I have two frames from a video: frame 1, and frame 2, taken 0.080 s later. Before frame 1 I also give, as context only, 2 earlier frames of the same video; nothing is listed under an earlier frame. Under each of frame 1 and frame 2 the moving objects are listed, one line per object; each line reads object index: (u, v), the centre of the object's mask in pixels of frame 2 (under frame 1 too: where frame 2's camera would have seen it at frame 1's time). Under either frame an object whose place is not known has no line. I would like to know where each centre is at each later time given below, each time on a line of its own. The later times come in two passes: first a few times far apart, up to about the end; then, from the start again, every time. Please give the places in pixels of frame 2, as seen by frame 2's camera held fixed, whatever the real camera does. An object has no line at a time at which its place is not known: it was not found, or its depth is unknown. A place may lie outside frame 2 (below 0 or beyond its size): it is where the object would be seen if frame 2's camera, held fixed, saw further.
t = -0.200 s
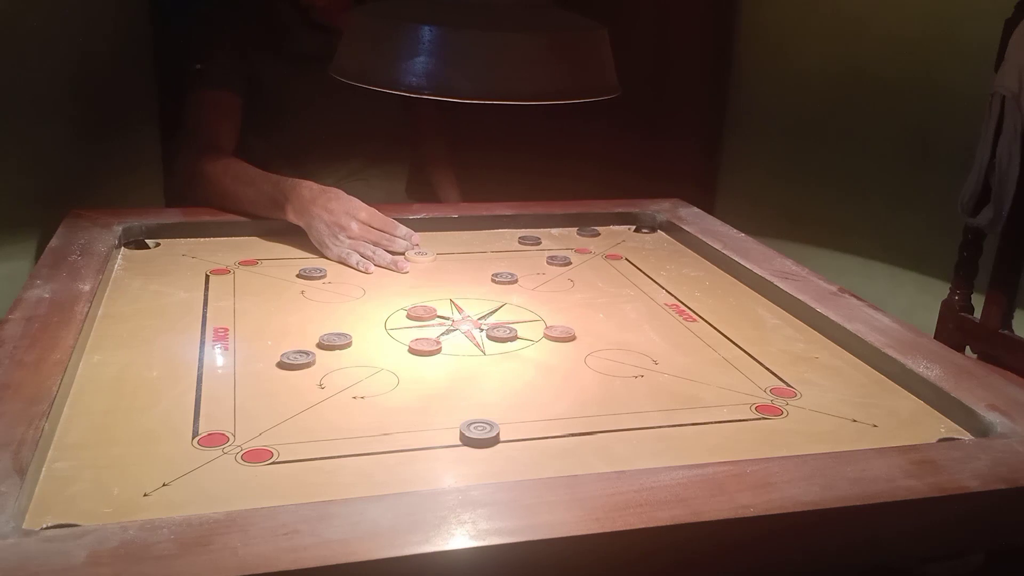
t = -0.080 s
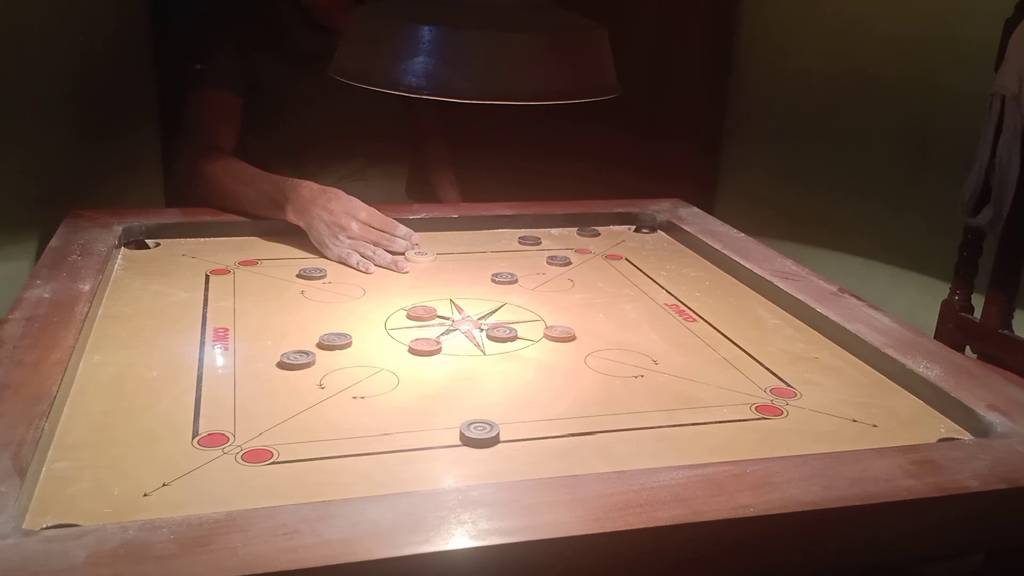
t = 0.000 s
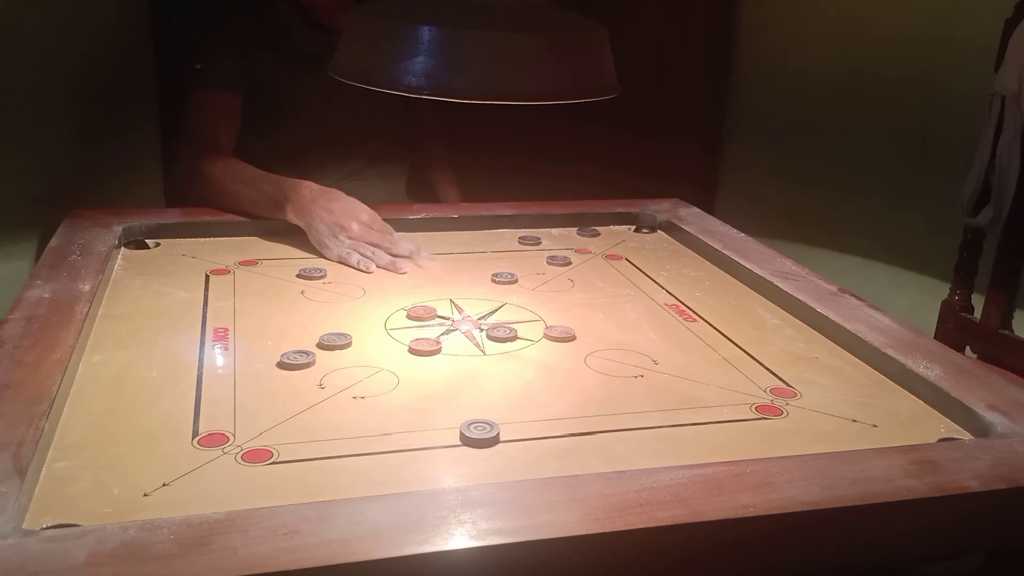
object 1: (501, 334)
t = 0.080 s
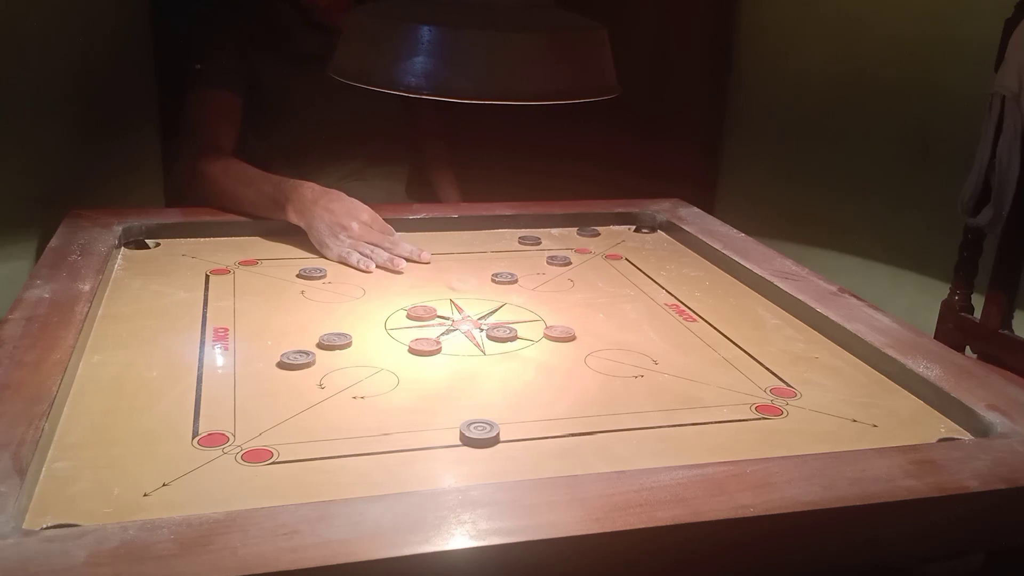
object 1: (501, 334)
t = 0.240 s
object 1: (487, 341)
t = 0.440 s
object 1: (460, 354)
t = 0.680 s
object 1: (460, 354)
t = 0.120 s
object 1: (501, 334)
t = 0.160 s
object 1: (501, 334)
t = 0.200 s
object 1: (495, 337)
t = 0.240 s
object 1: (487, 341)
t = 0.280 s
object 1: (480, 345)
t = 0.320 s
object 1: (468, 350)
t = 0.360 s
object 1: (464, 352)
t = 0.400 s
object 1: (462, 353)
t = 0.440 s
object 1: (460, 354)
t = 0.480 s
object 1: (460, 354)
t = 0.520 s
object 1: (460, 354)
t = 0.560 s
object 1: (460, 354)
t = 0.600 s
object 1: (460, 354)
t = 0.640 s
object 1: (460, 354)
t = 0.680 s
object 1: (460, 354)
